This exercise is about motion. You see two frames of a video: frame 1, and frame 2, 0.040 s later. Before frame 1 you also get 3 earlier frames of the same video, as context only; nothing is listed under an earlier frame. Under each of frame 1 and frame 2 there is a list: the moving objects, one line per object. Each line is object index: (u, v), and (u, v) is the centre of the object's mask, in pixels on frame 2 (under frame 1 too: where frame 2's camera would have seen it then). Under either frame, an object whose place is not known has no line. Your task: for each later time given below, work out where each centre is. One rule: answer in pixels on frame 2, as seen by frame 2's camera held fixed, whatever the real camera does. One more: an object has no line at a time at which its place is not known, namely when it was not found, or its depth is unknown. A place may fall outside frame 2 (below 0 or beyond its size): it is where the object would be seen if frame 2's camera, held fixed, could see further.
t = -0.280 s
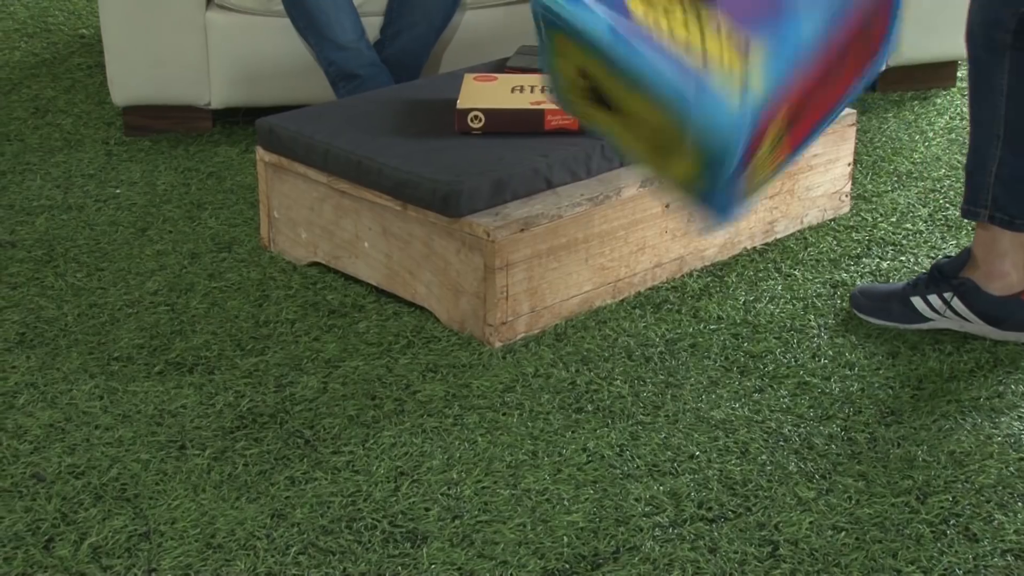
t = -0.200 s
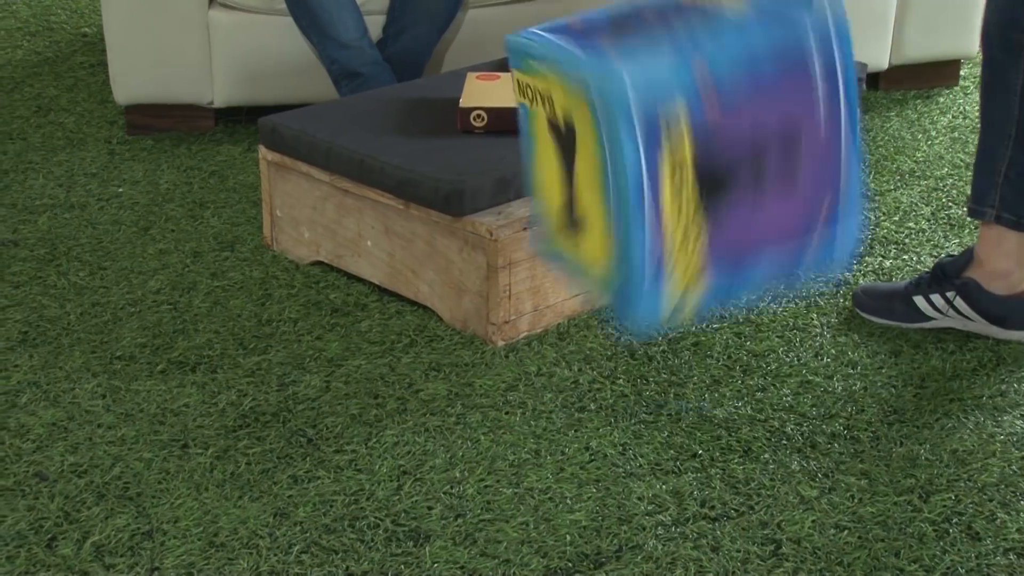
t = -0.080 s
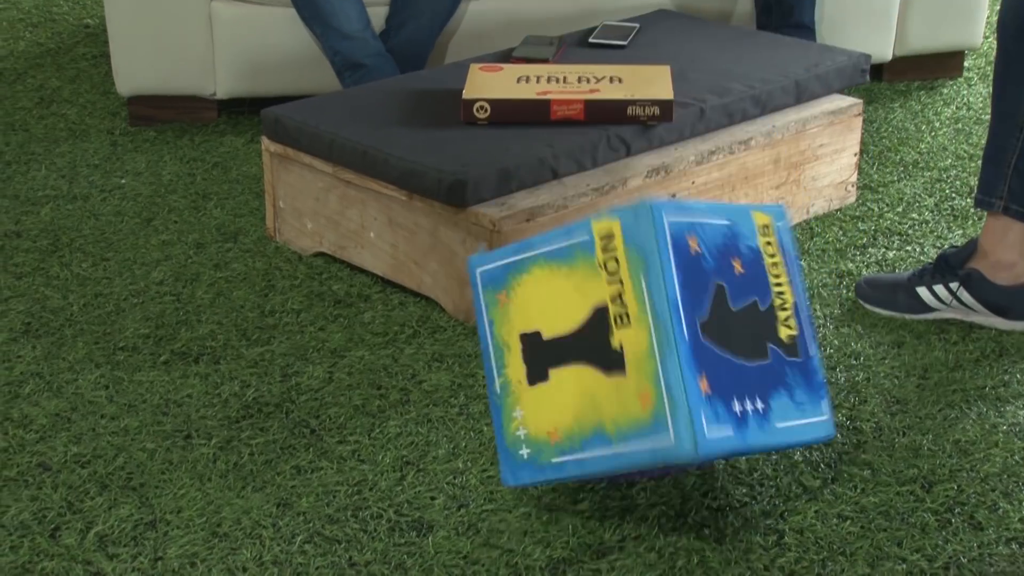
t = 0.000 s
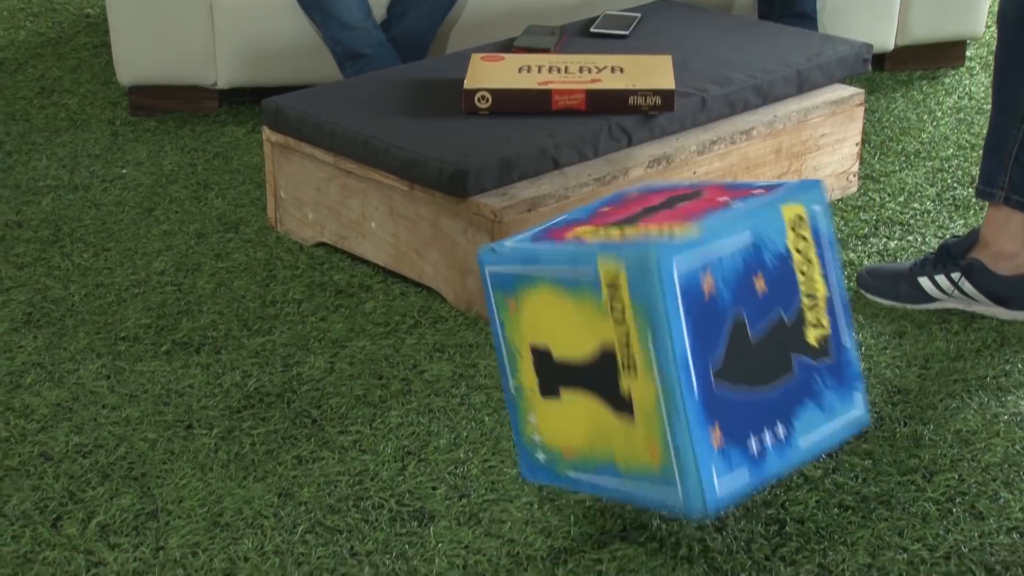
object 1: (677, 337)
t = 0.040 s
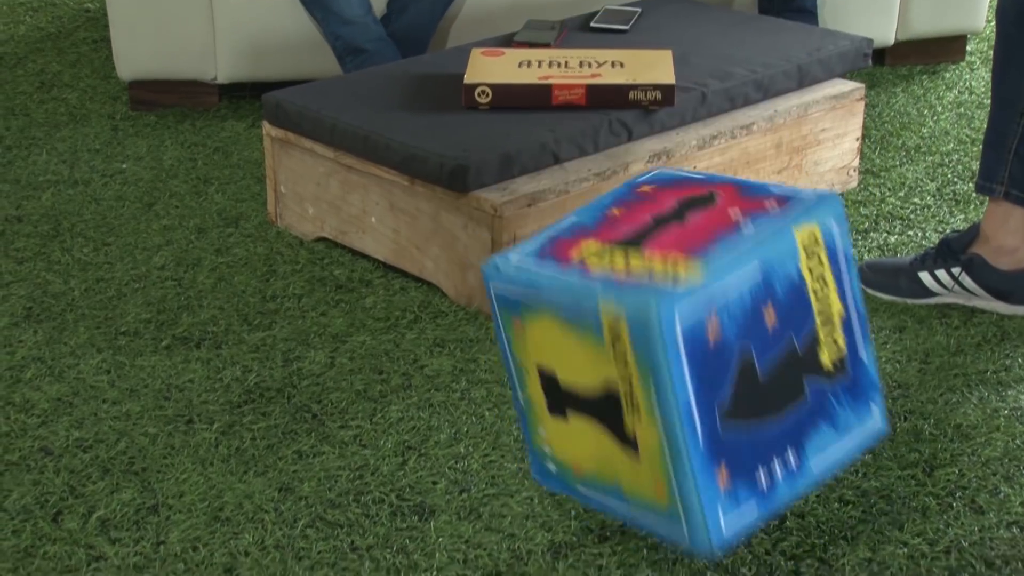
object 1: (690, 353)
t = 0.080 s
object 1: (702, 379)
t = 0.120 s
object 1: (712, 410)
